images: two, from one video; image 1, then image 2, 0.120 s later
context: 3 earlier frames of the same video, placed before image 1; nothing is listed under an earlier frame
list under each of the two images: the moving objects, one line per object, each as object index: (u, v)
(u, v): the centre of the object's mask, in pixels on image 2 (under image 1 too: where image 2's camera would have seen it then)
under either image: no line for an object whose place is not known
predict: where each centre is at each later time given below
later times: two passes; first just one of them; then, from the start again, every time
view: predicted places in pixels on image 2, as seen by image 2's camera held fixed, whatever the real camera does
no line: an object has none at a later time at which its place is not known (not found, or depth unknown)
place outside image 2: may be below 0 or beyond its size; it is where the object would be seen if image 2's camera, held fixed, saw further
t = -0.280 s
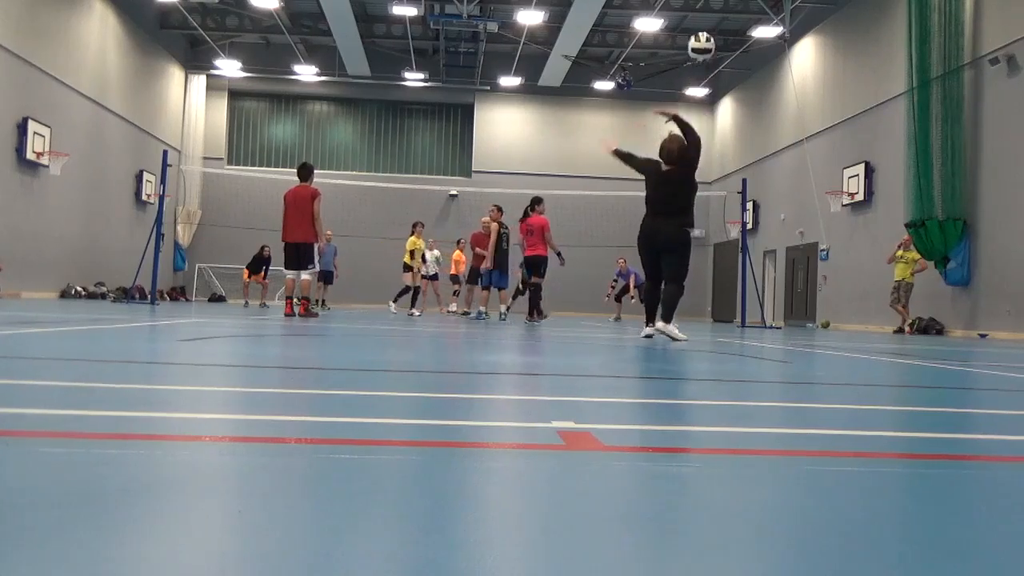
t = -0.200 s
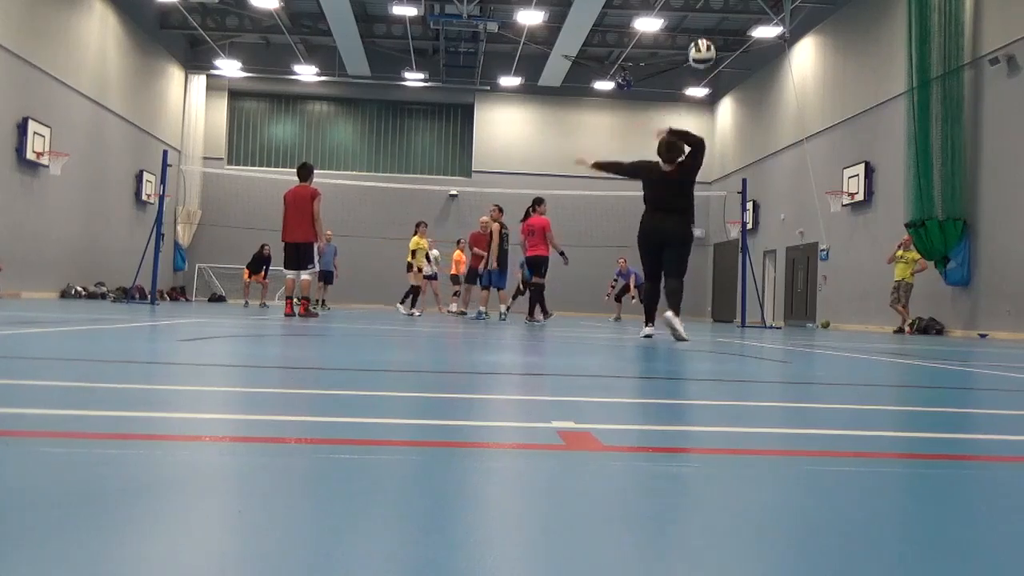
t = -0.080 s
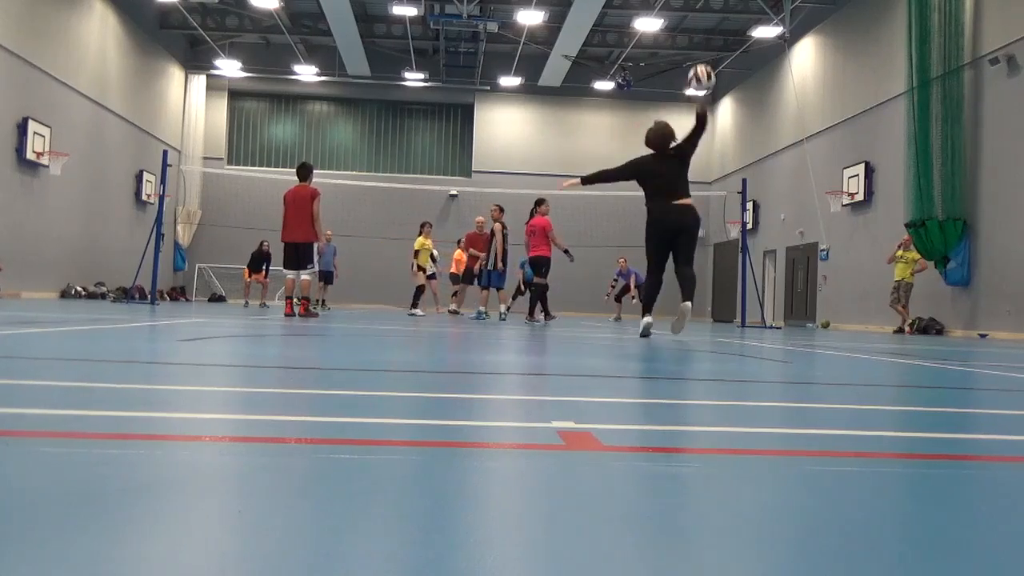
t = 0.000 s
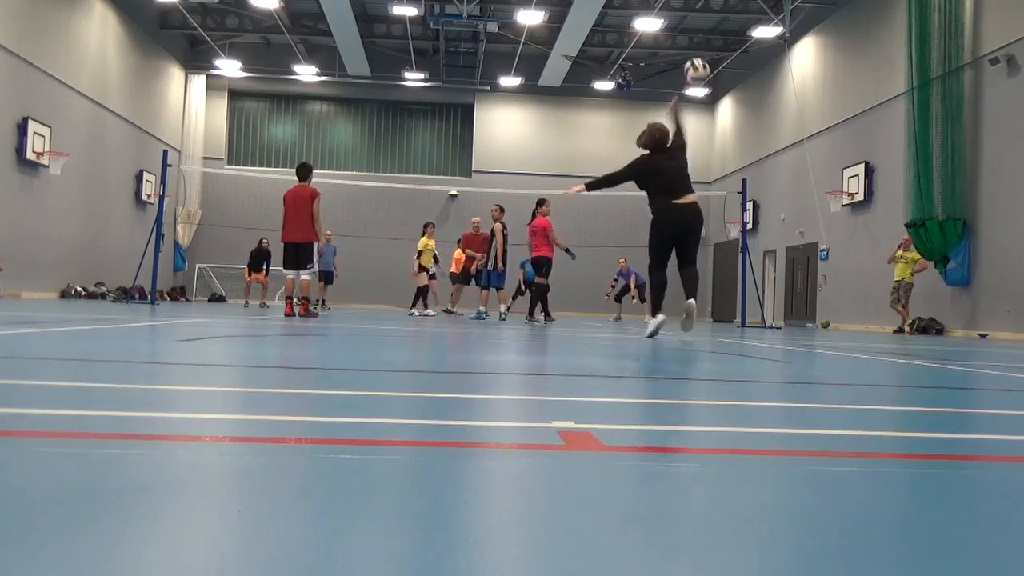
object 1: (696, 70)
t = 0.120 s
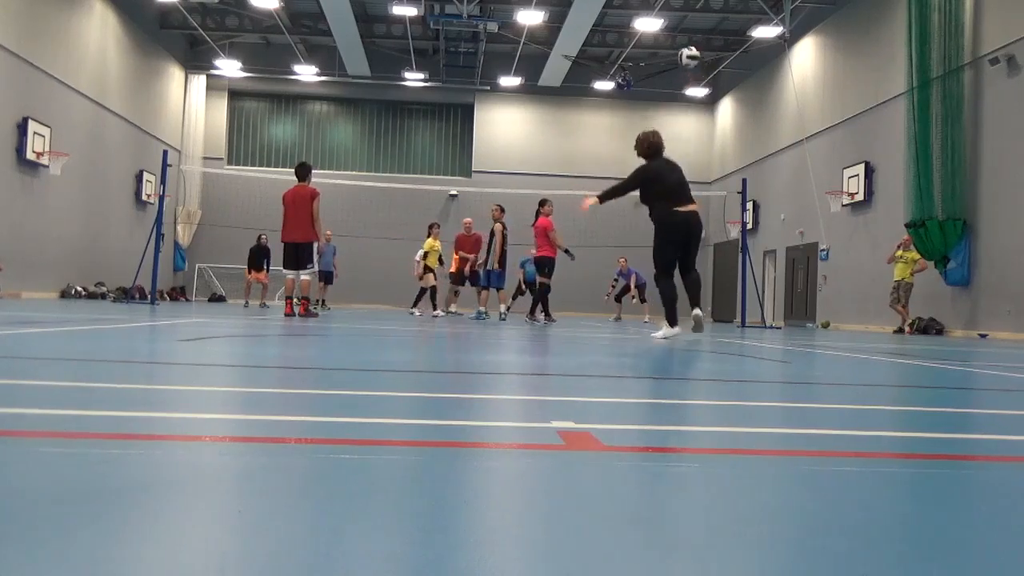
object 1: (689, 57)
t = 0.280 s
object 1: (678, 60)
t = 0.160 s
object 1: (686, 55)
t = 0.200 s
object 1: (684, 56)
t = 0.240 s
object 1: (681, 57)
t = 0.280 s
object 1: (678, 60)
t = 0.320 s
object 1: (676, 64)
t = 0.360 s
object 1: (673, 69)
